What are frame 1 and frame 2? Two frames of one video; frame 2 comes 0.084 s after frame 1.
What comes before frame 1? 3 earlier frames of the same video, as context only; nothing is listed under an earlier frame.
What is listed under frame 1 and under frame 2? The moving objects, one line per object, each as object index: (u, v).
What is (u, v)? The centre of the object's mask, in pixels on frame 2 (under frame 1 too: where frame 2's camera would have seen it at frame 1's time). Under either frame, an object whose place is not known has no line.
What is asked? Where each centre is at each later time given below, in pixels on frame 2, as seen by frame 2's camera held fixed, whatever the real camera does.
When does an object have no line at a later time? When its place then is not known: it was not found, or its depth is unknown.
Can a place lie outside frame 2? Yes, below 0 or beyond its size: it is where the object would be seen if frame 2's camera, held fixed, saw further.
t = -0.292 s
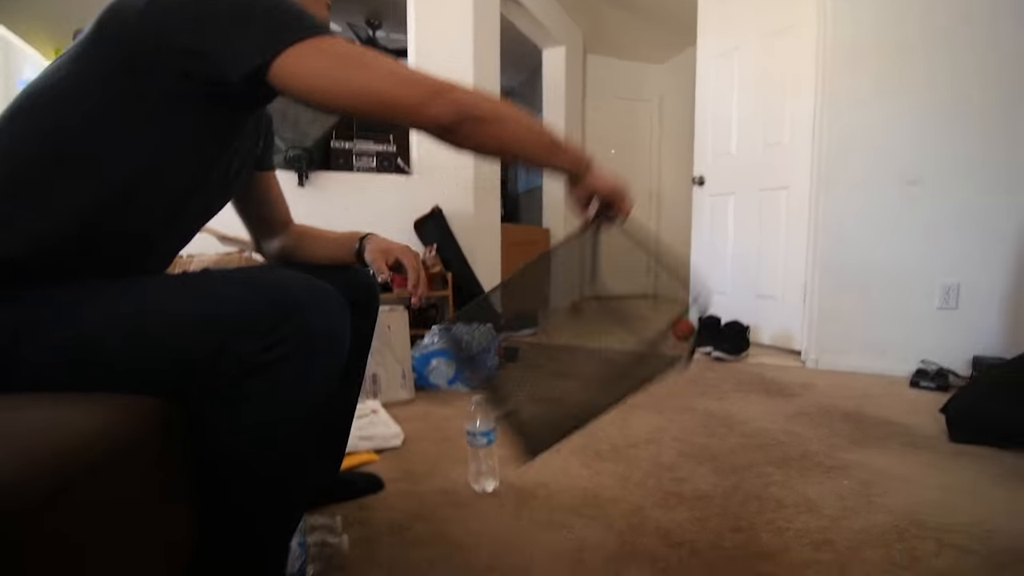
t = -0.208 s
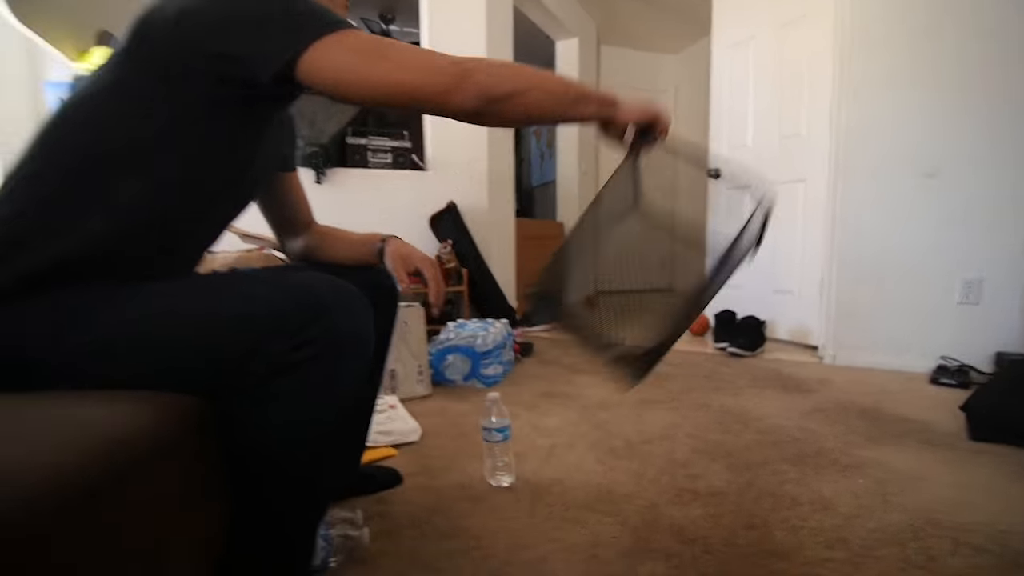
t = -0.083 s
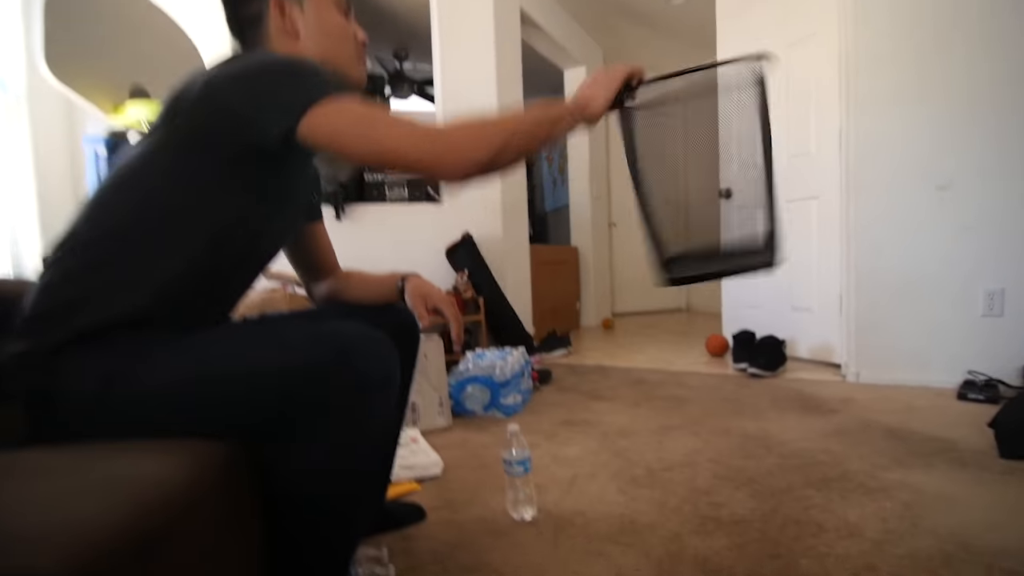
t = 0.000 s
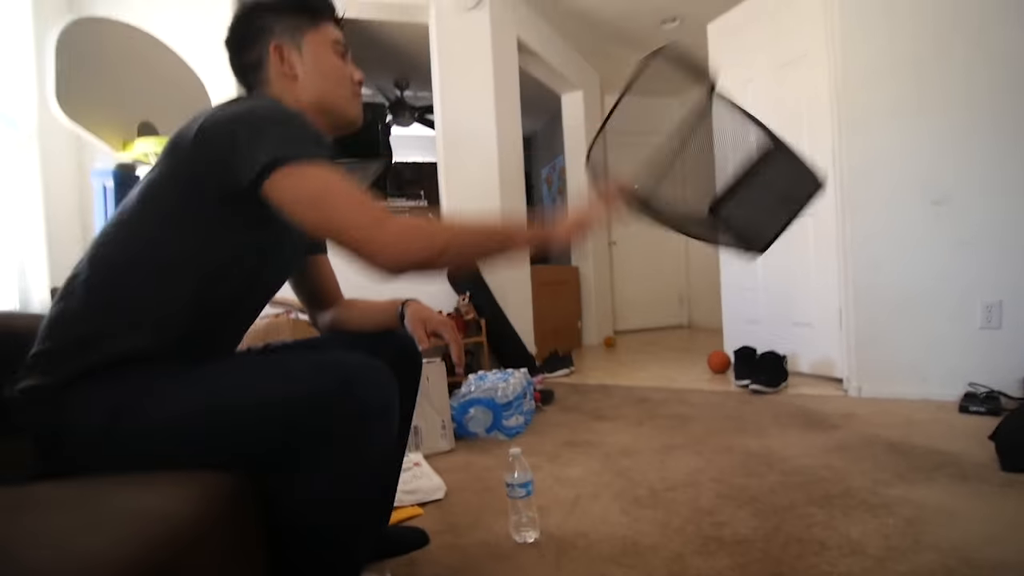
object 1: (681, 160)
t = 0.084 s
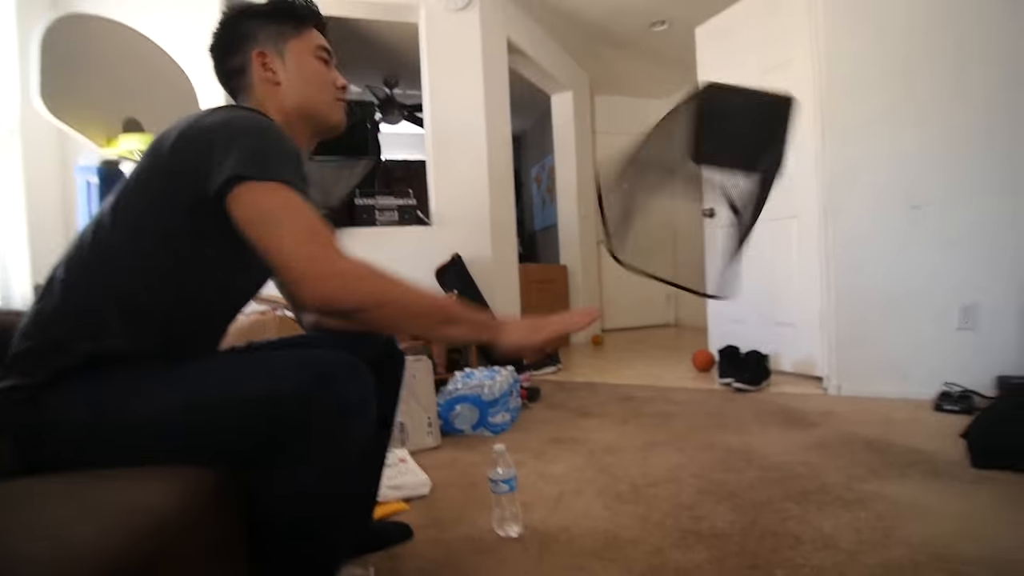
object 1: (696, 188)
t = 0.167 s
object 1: (723, 213)
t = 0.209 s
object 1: (738, 258)
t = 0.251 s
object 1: (752, 284)
